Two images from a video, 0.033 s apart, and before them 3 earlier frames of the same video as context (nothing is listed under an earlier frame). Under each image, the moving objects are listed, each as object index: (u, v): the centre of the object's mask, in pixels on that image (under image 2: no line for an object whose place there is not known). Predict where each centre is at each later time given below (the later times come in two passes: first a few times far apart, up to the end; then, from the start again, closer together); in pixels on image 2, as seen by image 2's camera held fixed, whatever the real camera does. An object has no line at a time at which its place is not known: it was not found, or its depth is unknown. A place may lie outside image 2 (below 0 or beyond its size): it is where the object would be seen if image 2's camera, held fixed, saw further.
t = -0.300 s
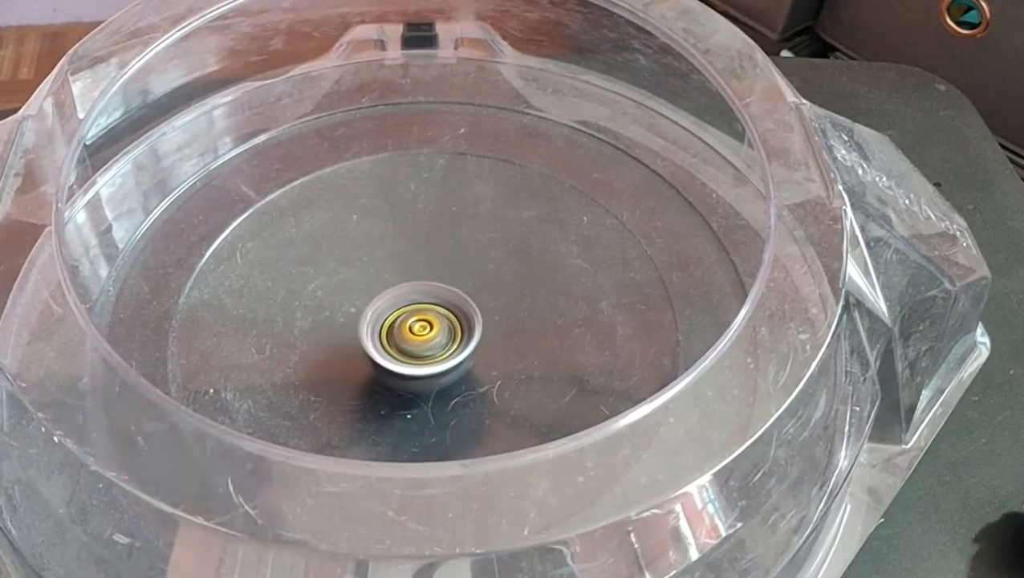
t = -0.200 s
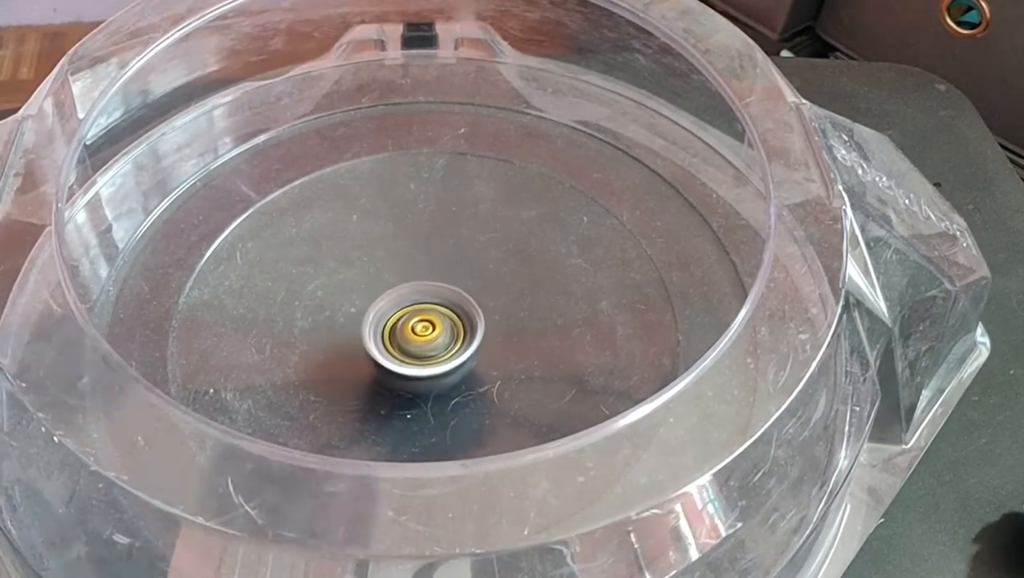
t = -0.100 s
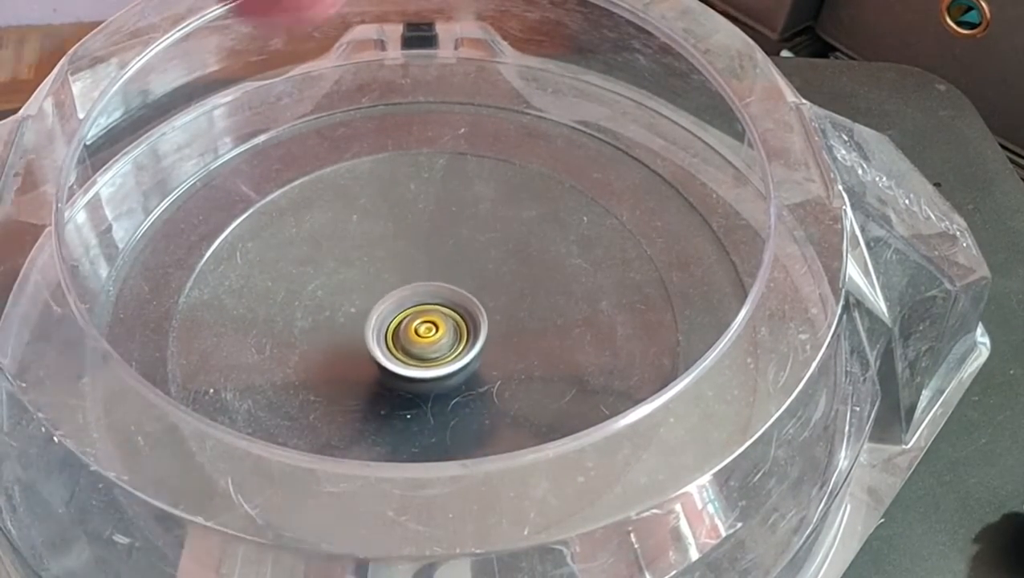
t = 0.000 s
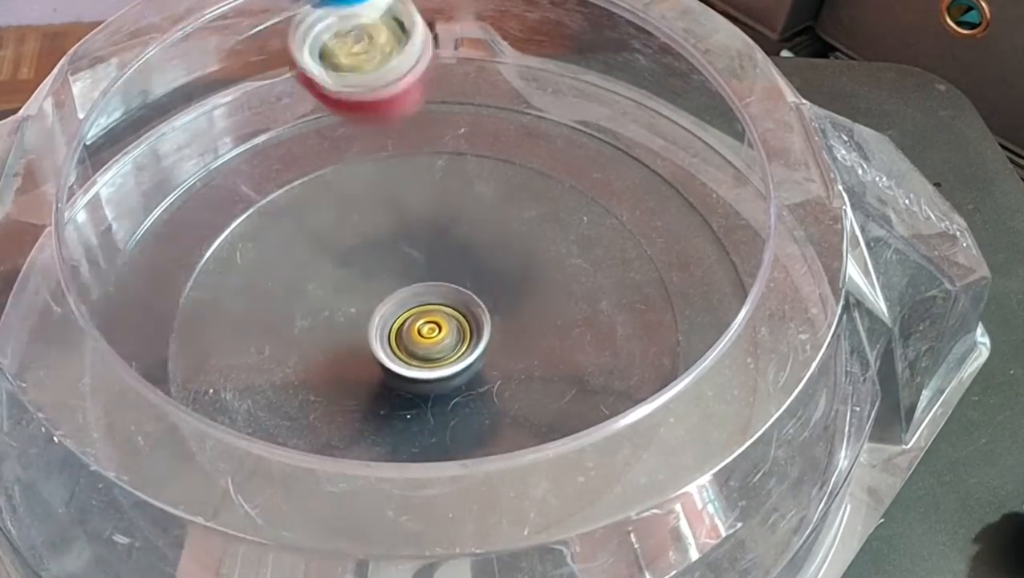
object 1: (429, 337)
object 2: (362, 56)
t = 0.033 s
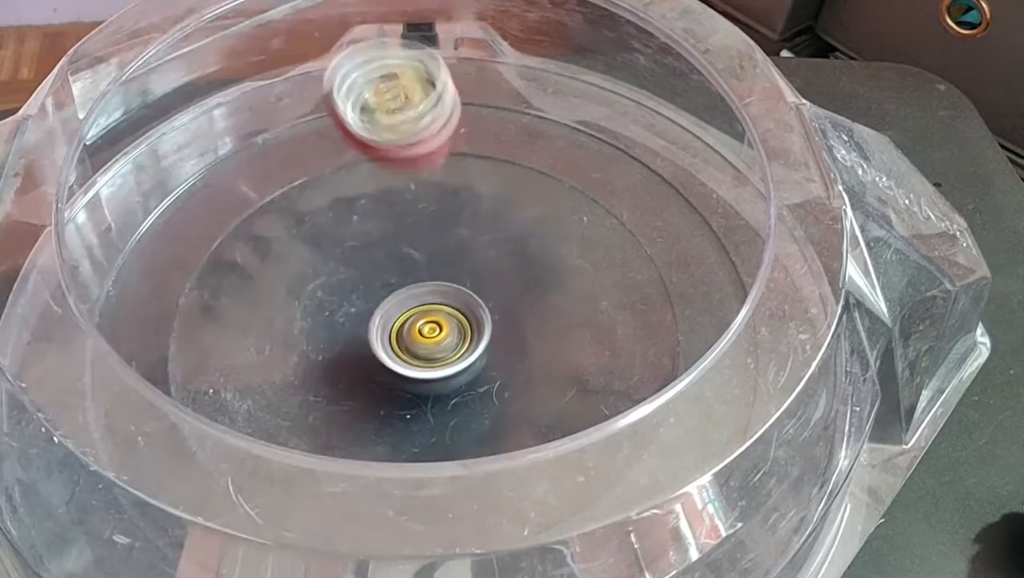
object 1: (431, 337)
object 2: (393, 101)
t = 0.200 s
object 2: (451, 125)
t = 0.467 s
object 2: (537, 135)
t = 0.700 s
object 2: (540, 89)
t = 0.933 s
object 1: (472, 226)
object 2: (551, 96)
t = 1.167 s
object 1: (620, 244)
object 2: (574, 113)
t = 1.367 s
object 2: (582, 139)
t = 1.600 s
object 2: (496, 206)
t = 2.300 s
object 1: (411, 314)
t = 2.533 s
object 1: (431, 321)
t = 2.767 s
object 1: (426, 331)
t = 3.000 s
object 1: (425, 333)
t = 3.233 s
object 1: (428, 328)
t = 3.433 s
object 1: (429, 324)
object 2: (547, 344)
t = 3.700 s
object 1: (385, 307)
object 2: (403, 159)
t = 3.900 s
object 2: (160, 268)
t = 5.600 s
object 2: (562, 244)
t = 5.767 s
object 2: (442, 113)
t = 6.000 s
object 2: (302, 100)
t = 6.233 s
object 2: (252, 118)
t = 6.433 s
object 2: (225, 137)
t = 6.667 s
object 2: (211, 167)
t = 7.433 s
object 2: (730, 275)
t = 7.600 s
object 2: (717, 222)
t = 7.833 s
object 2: (680, 187)
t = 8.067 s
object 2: (647, 182)
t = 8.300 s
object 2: (541, 203)
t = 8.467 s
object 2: (337, 238)
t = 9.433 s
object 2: (593, 268)
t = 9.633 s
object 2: (361, 174)
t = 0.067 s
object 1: (431, 337)
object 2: (422, 160)
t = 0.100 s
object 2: (433, 150)
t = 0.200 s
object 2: (451, 125)
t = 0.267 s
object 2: (466, 191)
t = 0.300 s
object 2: (476, 244)
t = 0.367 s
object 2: (527, 207)
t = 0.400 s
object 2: (533, 169)
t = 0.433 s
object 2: (535, 146)
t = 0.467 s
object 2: (537, 135)
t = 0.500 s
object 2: (537, 116)
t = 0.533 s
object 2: (534, 107)
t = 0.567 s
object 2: (533, 100)
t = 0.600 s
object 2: (534, 96)
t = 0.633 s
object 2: (536, 92)
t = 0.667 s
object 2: (538, 91)
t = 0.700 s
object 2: (540, 89)
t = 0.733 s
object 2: (540, 90)
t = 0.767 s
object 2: (539, 90)
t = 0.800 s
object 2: (539, 91)
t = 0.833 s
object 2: (542, 92)
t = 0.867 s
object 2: (544, 93)
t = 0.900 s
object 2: (548, 95)
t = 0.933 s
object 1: (472, 226)
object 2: (551, 96)
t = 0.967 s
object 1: (502, 212)
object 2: (555, 98)
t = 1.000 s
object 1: (529, 206)
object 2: (558, 100)
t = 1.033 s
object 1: (553, 205)
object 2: (562, 102)
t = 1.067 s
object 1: (572, 213)
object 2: (565, 104)
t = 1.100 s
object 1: (590, 221)
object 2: (568, 107)
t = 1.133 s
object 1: (606, 233)
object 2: (571, 110)
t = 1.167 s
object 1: (620, 244)
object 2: (574, 113)
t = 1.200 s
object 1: (630, 258)
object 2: (576, 117)
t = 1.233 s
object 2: (578, 121)
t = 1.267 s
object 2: (579, 125)
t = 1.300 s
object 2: (580, 129)
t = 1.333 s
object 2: (581, 134)
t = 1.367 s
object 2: (582, 139)
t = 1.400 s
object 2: (582, 144)
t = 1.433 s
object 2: (582, 149)
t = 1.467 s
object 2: (579, 155)
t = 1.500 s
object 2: (569, 165)
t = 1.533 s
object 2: (552, 177)
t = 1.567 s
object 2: (526, 191)
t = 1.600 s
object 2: (496, 206)
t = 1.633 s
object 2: (461, 224)
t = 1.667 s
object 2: (422, 244)
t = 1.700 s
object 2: (379, 256)
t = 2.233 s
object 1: (396, 318)
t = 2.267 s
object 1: (404, 315)
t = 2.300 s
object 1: (411, 314)
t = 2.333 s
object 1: (416, 313)
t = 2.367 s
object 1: (421, 314)
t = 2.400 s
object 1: (424, 314)
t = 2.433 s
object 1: (427, 316)
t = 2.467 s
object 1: (429, 317)
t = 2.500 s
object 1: (430, 319)
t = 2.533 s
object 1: (431, 321)
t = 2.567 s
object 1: (431, 323)
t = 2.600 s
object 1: (430, 325)
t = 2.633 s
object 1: (430, 326)
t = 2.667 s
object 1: (429, 328)
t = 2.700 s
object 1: (428, 329)
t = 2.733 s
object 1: (427, 330)
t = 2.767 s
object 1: (426, 331)
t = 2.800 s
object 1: (425, 331)
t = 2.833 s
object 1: (425, 332)
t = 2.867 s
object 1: (425, 332)
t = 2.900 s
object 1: (424, 333)
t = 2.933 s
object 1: (425, 333)
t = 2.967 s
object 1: (425, 333)
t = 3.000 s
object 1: (425, 333)
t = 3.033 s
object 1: (425, 332)
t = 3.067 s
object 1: (426, 332)
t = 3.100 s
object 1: (426, 331)
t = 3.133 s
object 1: (427, 330)
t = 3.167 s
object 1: (427, 330)
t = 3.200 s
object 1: (427, 329)
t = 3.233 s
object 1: (428, 328)
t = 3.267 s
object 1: (428, 327)
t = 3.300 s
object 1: (428, 326)
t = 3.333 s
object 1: (428, 326)
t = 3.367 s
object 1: (428, 325)
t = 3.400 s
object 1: (429, 325)
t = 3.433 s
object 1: (429, 324)
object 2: (547, 344)
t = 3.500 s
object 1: (398, 310)
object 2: (558, 281)
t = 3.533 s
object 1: (387, 306)
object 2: (550, 250)
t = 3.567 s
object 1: (380, 304)
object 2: (533, 222)
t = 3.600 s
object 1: (377, 304)
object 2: (510, 198)
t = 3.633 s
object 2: (478, 179)
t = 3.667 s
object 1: (380, 306)
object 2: (443, 166)
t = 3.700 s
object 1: (385, 307)
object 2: (403, 159)
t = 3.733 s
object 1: (390, 309)
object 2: (361, 158)
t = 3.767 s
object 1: (395, 312)
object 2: (315, 166)
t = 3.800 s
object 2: (272, 180)
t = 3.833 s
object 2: (229, 200)
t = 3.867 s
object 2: (192, 230)
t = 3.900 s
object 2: (160, 268)
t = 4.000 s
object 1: (428, 322)
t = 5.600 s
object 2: (562, 244)
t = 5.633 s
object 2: (551, 208)
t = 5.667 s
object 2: (535, 176)
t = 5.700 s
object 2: (508, 150)
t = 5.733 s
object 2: (477, 129)
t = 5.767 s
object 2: (442, 113)
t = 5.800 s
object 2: (405, 106)
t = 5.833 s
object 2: (375, 101)
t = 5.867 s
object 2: (352, 98)
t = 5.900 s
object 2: (336, 97)
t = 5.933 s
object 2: (323, 98)
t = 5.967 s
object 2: (312, 99)
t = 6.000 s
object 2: (302, 100)
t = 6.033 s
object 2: (293, 102)
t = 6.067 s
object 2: (285, 104)
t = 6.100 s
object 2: (277, 106)
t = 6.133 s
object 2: (270, 109)
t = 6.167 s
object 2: (264, 112)
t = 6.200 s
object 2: (257, 115)
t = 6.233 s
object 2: (252, 118)
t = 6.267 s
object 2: (246, 121)
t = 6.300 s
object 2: (241, 124)
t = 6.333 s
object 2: (237, 127)
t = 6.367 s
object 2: (232, 130)
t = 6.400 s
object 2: (229, 133)
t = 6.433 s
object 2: (225, 137)
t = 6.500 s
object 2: (219, 145)
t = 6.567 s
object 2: (215, 154)
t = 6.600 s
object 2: (213, 158)
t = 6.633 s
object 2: (212, 162)
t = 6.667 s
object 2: (211, 167)
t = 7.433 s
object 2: (730, 275)
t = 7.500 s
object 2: (738, 253)
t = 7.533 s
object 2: (738, 244)
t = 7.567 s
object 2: (731, 233)
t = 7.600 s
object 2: (717, 222)
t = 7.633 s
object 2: (712, 213)
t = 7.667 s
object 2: (705, 205)
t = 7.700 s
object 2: (699, 200)
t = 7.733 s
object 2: (694, 195)
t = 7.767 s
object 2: (689, 192)
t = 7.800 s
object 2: (684, 189)
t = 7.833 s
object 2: (680, 187)
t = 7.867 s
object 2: (676, 185)
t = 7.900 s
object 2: (671, 184)
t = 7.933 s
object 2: (667, 182)
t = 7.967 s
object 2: (663, 182)
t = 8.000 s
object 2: (658, 182)
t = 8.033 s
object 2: (652, 182)
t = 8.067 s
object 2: (647, 182)
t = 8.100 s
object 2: (641, 183)
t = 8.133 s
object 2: (635, 184)
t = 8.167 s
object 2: (629, 185)
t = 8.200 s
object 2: (617, 188)
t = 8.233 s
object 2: (597, 193)
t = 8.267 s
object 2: (573, 197)
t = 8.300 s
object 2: (541, 203)
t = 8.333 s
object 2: (504, 208)
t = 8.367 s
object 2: (465, 215)
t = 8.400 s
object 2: (421, 226)
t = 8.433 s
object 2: (376, 231)
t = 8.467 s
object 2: (337, 238)
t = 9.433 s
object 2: (593, 268)
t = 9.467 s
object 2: (569, 239)
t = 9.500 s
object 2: (535, 214)
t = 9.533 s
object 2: (497, 194)
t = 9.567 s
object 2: (453, 181)
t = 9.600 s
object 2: (408, 174)
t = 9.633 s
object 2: (361, 174)
